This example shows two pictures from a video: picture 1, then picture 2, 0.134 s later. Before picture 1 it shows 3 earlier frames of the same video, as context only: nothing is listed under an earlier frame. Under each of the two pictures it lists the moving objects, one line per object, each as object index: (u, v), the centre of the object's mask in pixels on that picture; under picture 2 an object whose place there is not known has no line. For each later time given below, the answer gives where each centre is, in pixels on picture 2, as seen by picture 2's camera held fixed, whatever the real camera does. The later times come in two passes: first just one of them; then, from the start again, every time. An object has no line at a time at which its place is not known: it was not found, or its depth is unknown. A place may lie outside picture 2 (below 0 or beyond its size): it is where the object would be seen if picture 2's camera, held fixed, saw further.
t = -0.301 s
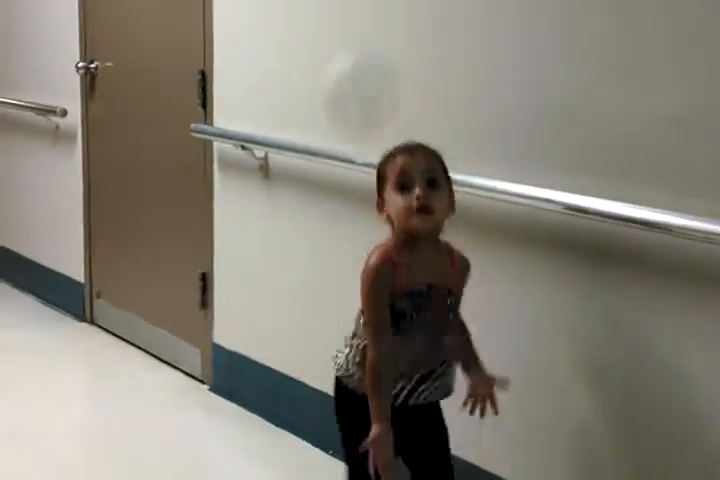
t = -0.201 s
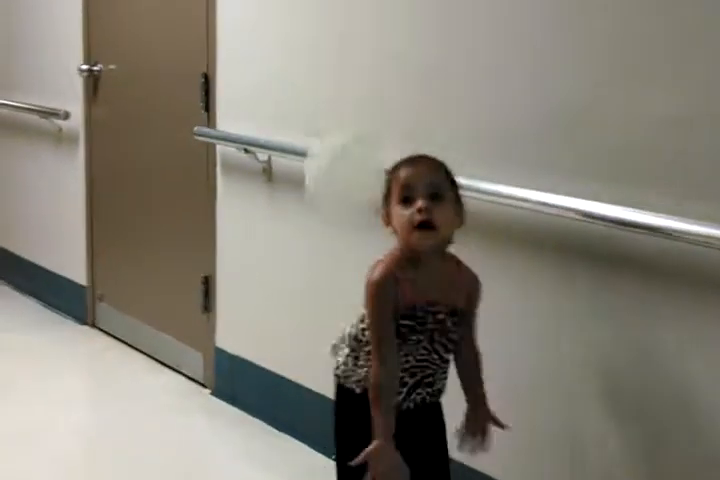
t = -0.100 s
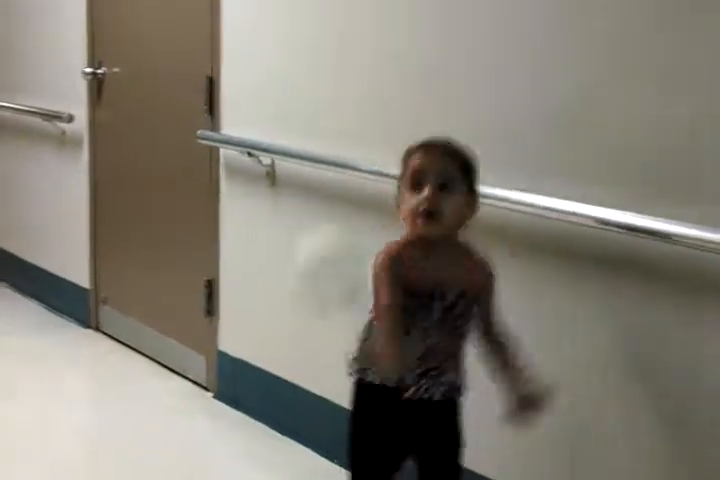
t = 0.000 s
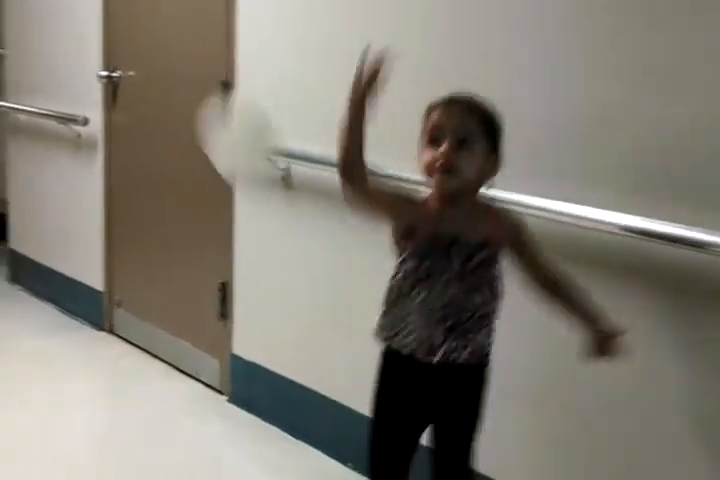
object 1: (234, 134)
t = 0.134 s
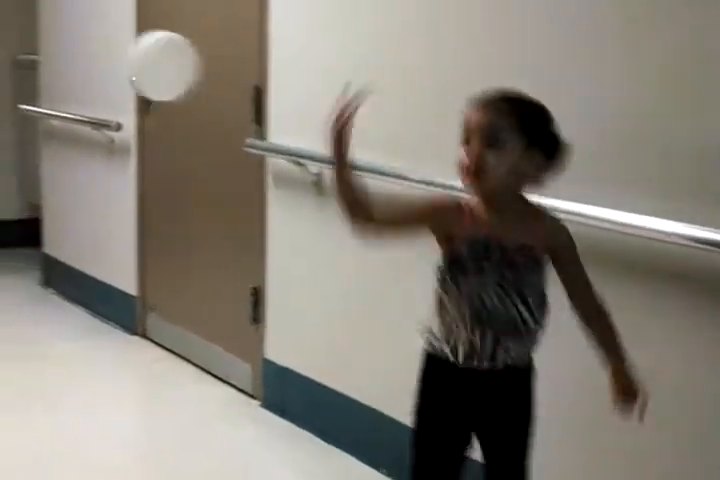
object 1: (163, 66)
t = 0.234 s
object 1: (104, 70)
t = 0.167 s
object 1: (142, 62)
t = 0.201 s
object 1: (122, 62)
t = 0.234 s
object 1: (104, 70)
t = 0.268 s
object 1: (92, 81)
